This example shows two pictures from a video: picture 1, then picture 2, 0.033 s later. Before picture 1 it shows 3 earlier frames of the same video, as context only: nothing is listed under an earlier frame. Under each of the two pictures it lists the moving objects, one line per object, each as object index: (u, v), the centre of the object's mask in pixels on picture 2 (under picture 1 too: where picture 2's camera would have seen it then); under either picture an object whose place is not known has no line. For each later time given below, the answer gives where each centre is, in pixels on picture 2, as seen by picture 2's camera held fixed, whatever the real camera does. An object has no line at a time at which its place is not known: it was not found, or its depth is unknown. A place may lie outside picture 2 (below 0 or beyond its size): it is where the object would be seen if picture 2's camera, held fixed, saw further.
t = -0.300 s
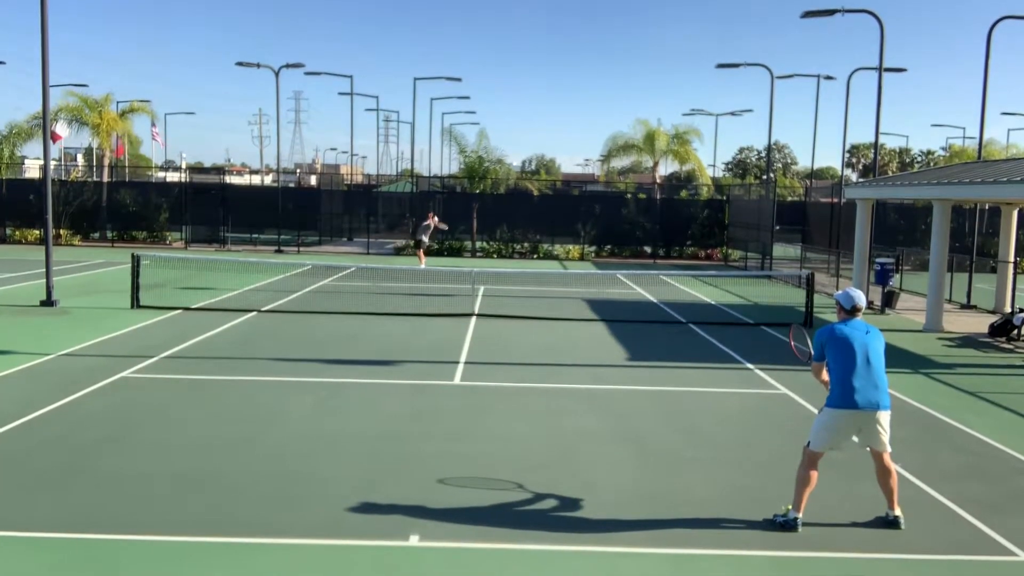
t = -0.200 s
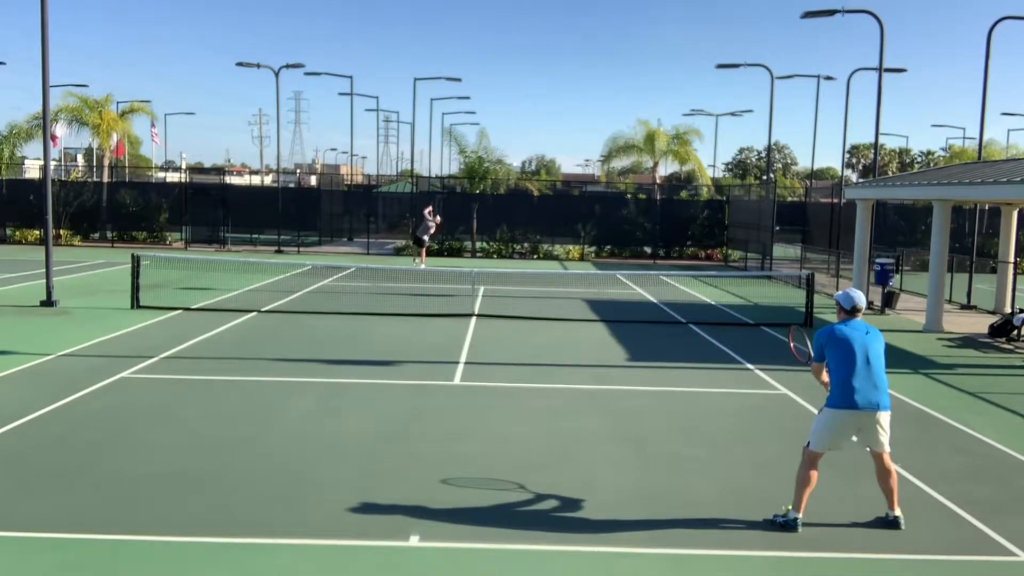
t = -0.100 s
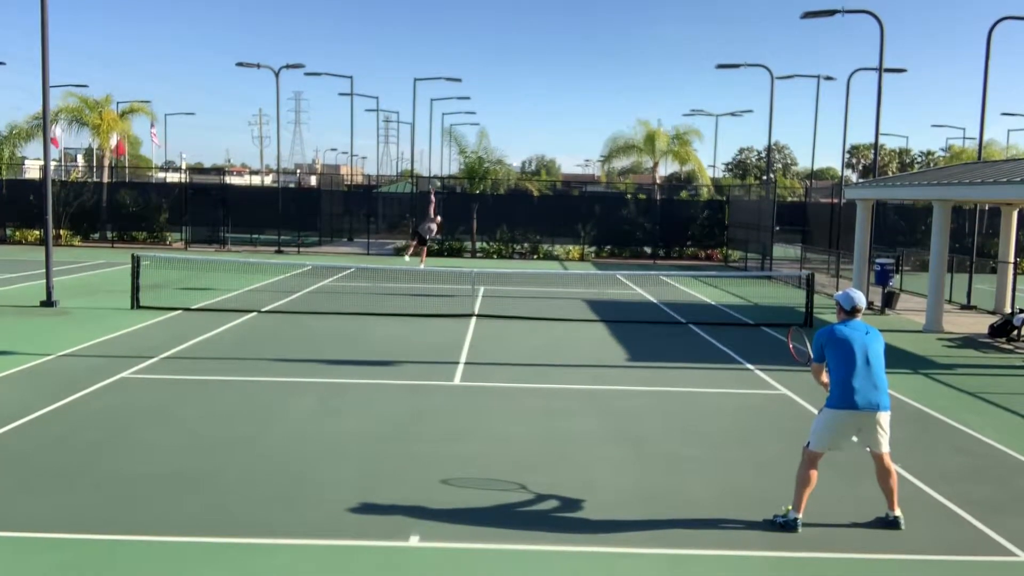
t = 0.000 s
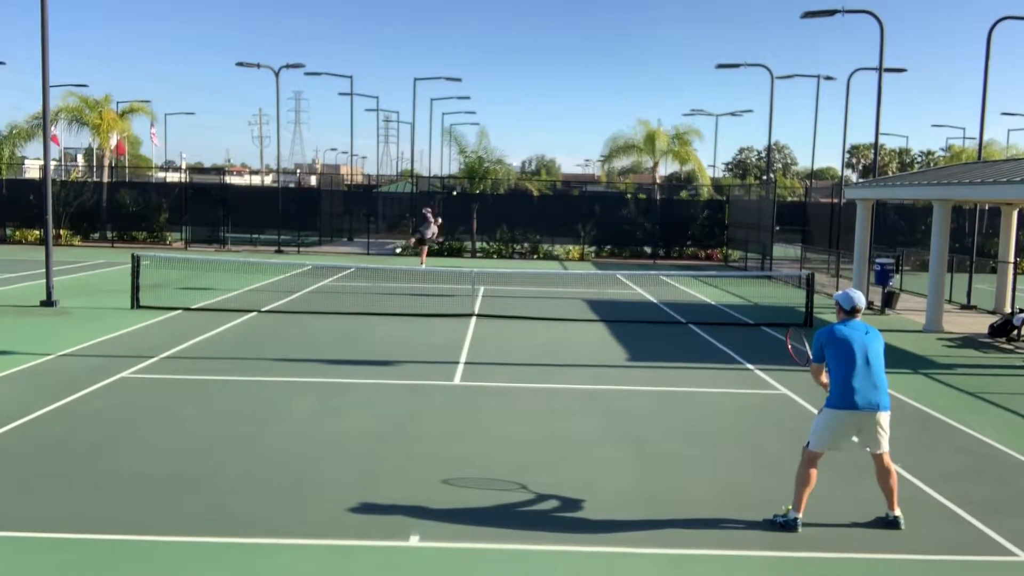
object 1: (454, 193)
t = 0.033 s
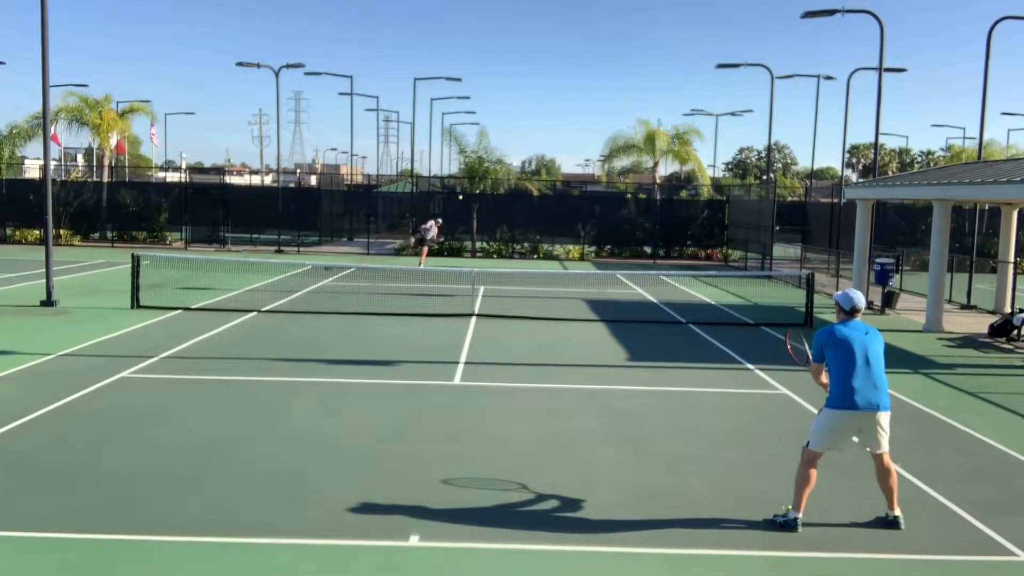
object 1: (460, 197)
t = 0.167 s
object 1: (490, 222)
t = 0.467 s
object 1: (597, 350)
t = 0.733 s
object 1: (717, 320)
